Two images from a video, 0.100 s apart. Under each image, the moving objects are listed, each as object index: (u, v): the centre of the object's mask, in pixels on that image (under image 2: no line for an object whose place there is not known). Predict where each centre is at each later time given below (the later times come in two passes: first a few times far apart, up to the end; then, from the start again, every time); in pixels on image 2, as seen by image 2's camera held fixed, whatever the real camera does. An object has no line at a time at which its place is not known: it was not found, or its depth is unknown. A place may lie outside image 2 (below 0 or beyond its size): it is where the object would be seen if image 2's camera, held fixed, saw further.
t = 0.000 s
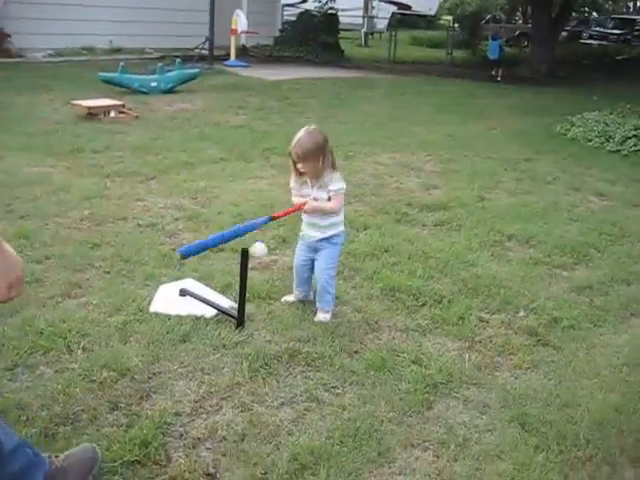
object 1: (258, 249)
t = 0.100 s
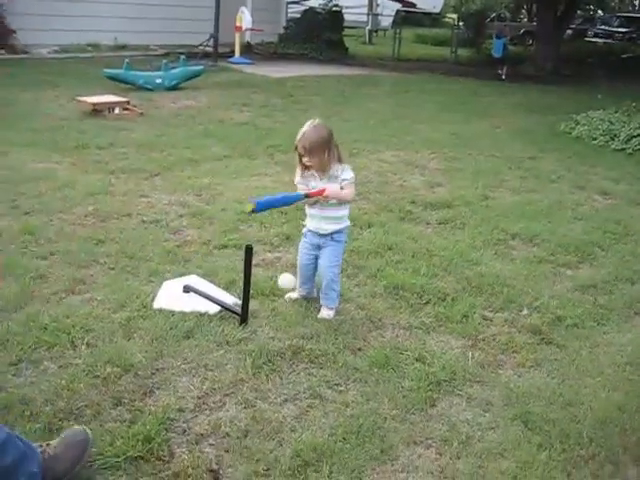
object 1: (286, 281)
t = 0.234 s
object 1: (319, 367)
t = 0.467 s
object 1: (381, 380)
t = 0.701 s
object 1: (441, 431)
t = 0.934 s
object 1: (489, 457)
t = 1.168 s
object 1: (498, 457)
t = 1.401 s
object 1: (501, 454)
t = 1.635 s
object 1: (501, 454)
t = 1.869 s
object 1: (501, 454)
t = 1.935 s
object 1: (501, 454)
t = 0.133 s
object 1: (295, 298)
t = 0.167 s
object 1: (303, 318)
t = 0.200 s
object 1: (311, 341)
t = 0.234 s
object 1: (319, 367)
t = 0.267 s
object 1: (327, 377)
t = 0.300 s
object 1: (336, 372)
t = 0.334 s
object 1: (345, 368)
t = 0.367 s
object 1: (354, 367)
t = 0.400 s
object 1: (363, 369)
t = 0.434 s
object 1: (372, 373)
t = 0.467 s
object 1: (381, 380)
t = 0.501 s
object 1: (390, 390)
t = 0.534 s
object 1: (398, 404)
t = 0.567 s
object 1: (406, 419)
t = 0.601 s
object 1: (415, 427)
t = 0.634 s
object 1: (424, 426)
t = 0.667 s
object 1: (433, 428)
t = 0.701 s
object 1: (441, 431)
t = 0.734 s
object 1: (449, 438)
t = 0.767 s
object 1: (456, 446)
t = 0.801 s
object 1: (464, 450)
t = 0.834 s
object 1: (472, 451)
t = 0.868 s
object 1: (478, 452)
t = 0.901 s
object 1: (484, 455)
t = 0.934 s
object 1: (489, 457)
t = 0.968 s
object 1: (493, 458)
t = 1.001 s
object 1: (496, 458)
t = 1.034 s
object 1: (498, 458)
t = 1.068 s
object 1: (499, 458)
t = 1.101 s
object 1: (499, 458)
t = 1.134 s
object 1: (499, 457)
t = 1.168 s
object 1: (498, 457)
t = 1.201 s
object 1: (497, 456)
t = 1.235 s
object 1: (497, 455)
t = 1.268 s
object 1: (497, 454)
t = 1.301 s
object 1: (498, 454)
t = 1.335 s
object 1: (499, 454)
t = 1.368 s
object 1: (501, 454)
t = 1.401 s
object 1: (501, 454)
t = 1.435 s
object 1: (501, 454)
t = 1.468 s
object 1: (500, 454)
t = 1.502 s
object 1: (501, 454)
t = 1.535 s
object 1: (501, 454)
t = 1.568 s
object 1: (501, 454)
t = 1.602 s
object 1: (501, 454)
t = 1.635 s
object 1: (501, 454)
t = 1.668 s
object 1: (501, 454)
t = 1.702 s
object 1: (501, 454)
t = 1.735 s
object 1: (501, 454)
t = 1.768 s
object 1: (501, 454)
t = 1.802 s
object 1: (501, 454)
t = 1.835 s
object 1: (501, 454)
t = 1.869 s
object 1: (501, 454)
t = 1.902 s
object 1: (501, 454)
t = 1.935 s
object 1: (501, 454)
